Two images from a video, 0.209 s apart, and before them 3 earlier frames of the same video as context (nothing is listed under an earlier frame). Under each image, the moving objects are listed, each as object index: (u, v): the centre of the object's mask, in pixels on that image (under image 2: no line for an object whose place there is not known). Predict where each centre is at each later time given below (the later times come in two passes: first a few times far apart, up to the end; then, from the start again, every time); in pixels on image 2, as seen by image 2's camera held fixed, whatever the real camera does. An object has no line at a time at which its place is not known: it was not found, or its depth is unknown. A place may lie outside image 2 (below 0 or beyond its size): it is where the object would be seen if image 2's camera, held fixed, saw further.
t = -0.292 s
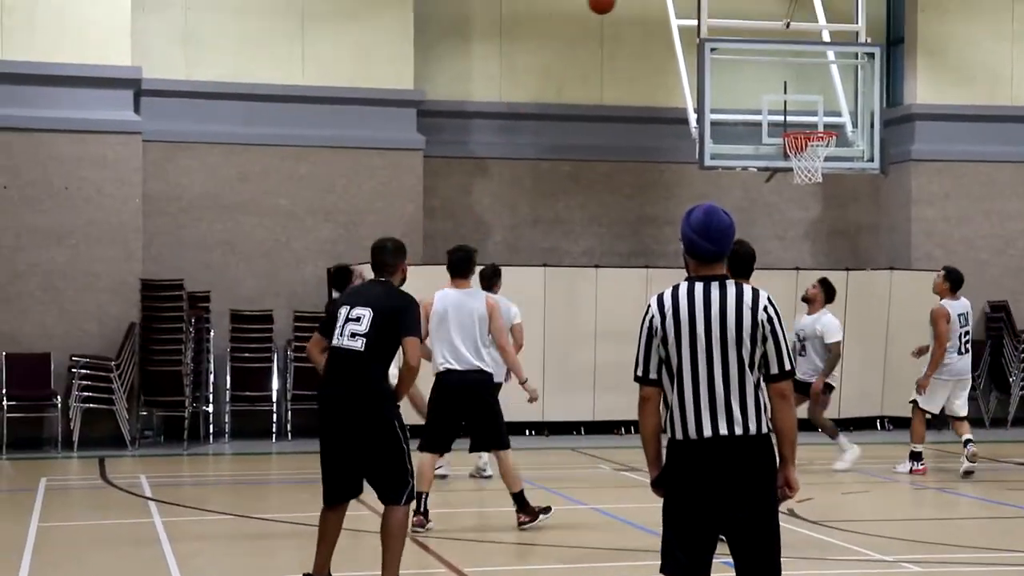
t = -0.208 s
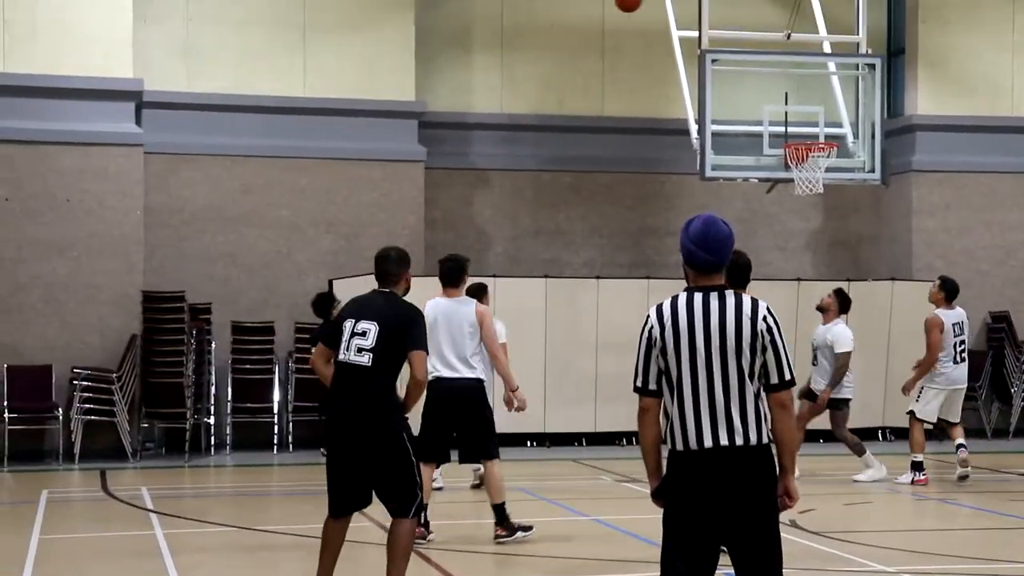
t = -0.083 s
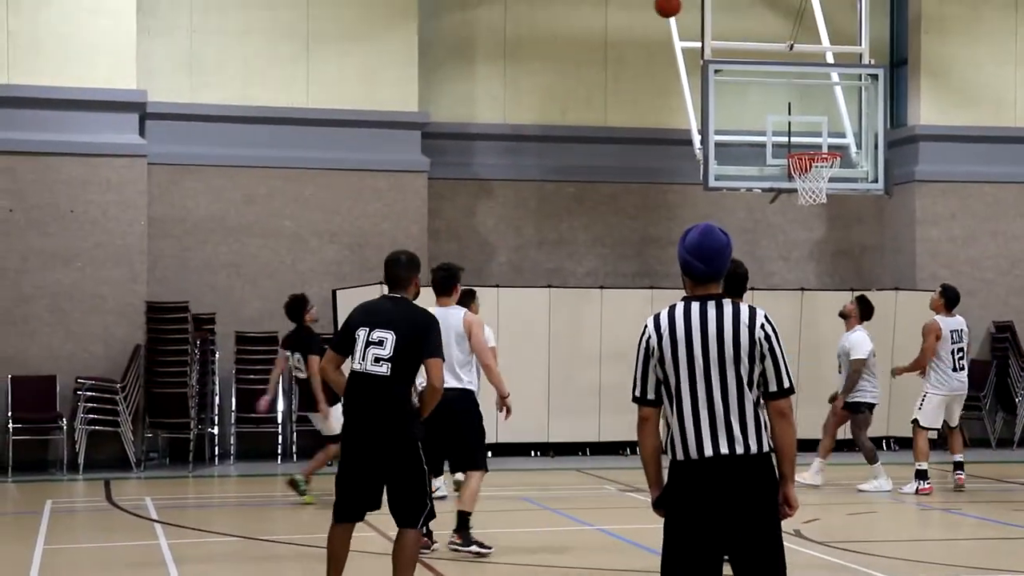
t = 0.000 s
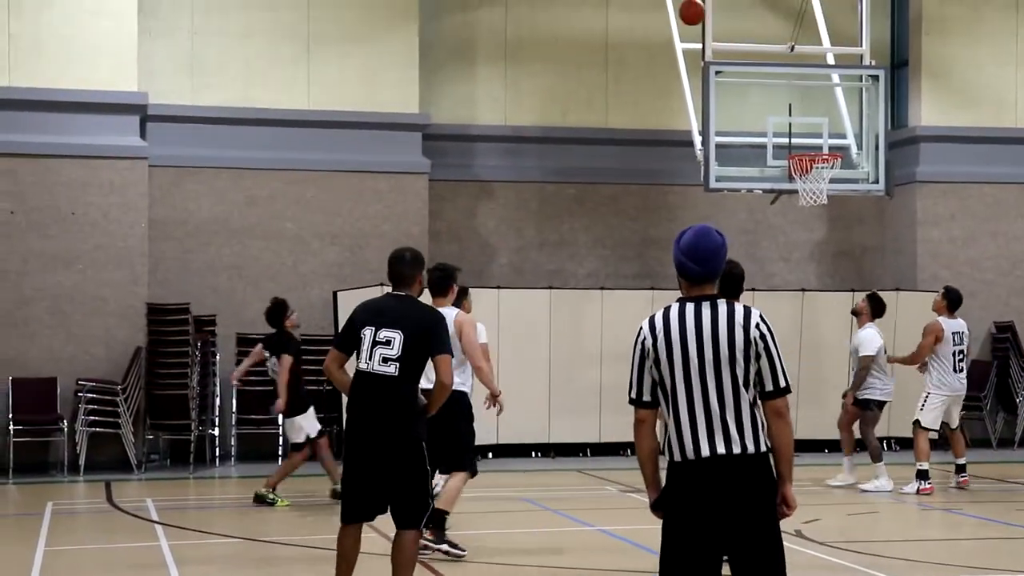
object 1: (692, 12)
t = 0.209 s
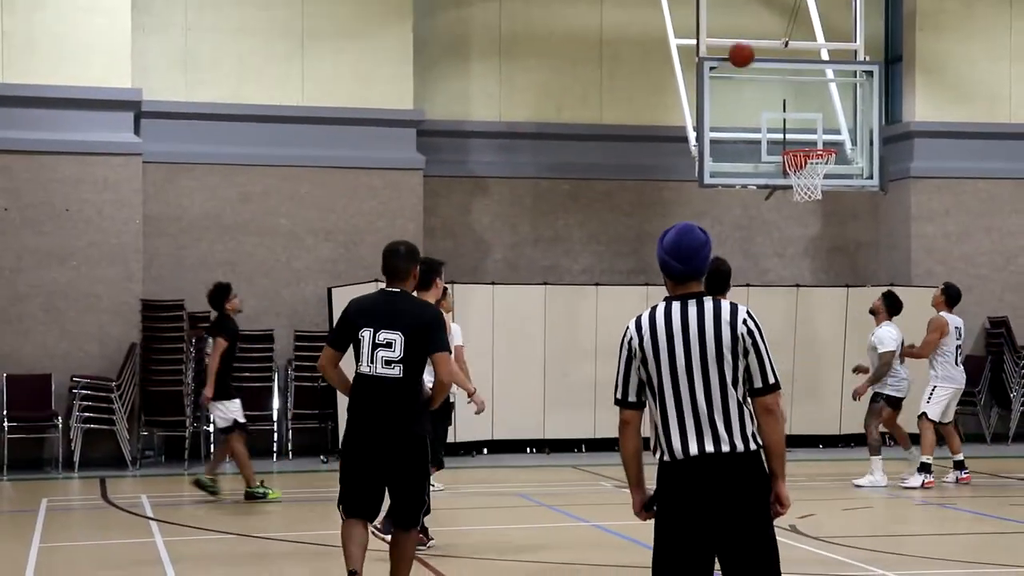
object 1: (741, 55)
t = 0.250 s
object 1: (752, 69)
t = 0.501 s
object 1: (807, 143)
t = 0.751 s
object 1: (827, 189)
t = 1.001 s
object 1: (835, 264)
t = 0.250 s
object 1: (752, 69)
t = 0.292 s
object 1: (762, 82)
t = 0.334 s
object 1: (770, 92)
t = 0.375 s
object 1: (779, 103)
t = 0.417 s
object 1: (788, 116)
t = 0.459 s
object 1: (797, 131)
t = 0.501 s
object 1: (807, 143)
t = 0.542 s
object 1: (817, 165)
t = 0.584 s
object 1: (821, 173)
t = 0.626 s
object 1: (823, 175)
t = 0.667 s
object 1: (824, 182)
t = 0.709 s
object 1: (826, 184)
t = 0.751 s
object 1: (827, 189)
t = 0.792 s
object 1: (828, 197)
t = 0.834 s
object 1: (830, 206)
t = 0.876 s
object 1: (831, 218)
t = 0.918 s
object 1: (832, 232)
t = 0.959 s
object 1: (833, 248)
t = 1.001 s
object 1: (835, 264)
